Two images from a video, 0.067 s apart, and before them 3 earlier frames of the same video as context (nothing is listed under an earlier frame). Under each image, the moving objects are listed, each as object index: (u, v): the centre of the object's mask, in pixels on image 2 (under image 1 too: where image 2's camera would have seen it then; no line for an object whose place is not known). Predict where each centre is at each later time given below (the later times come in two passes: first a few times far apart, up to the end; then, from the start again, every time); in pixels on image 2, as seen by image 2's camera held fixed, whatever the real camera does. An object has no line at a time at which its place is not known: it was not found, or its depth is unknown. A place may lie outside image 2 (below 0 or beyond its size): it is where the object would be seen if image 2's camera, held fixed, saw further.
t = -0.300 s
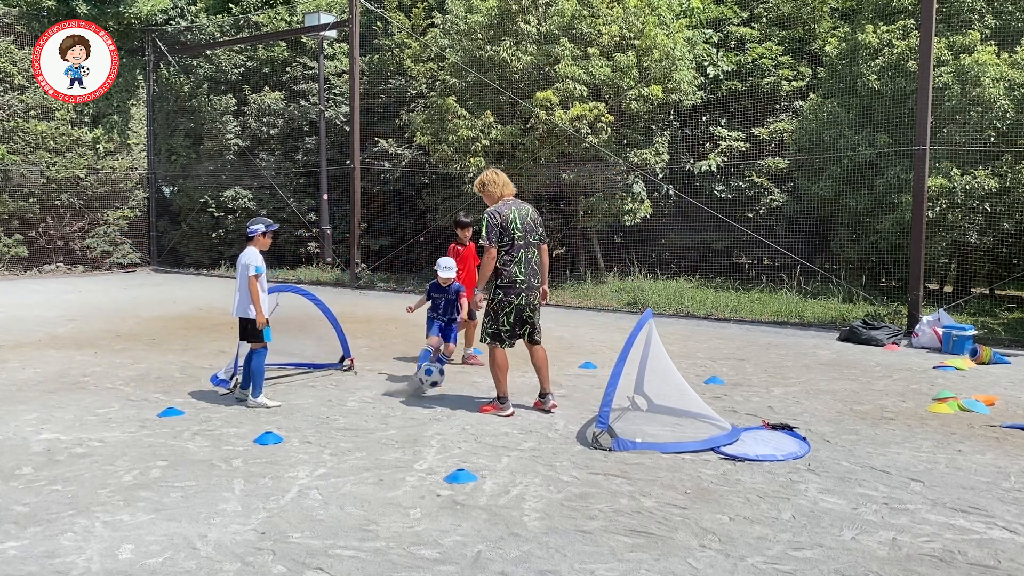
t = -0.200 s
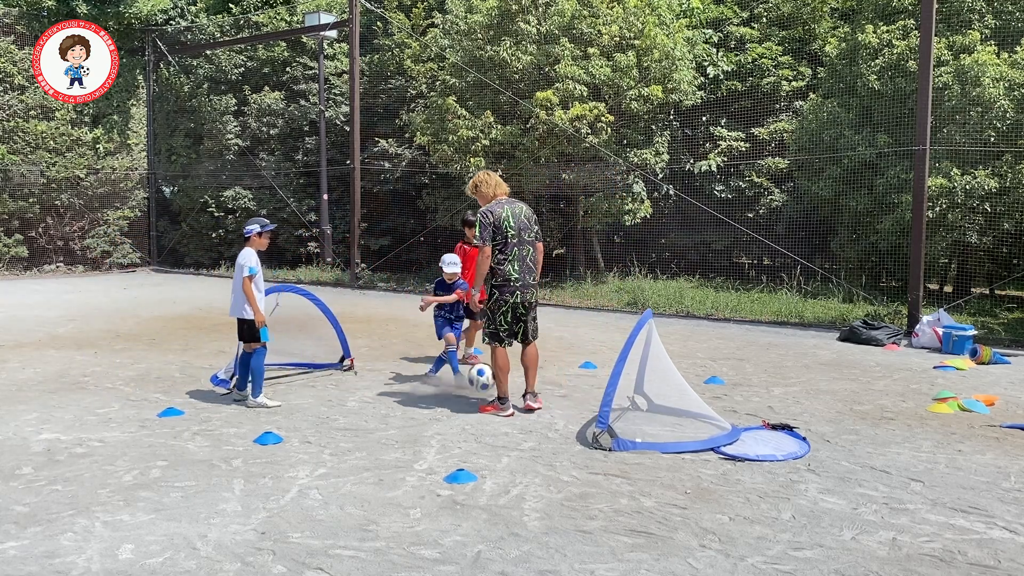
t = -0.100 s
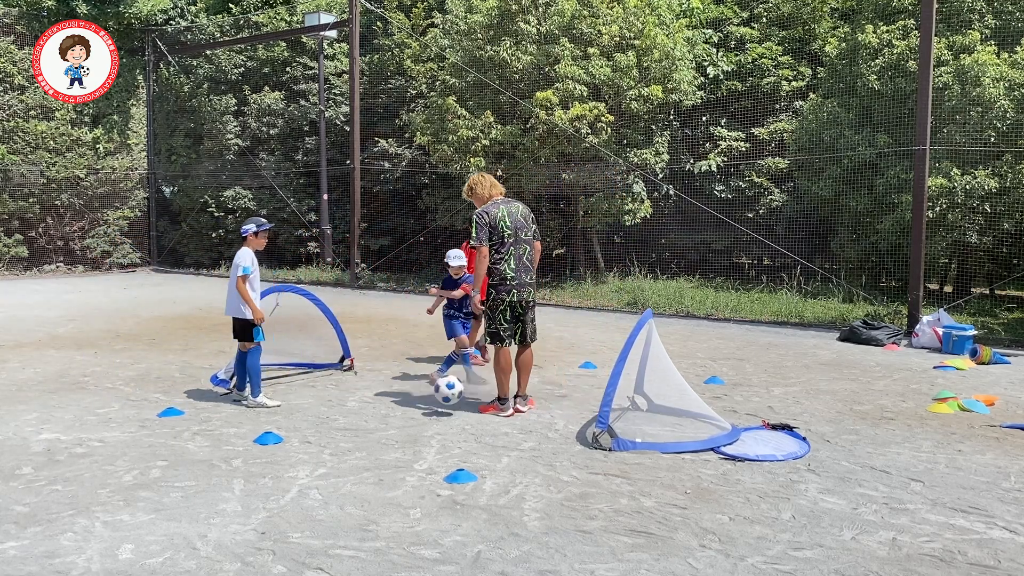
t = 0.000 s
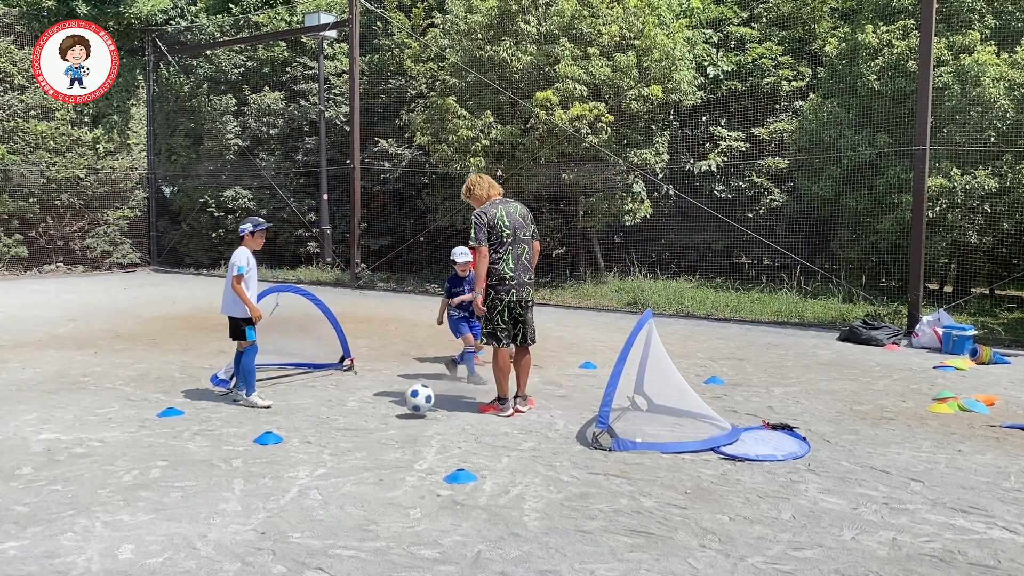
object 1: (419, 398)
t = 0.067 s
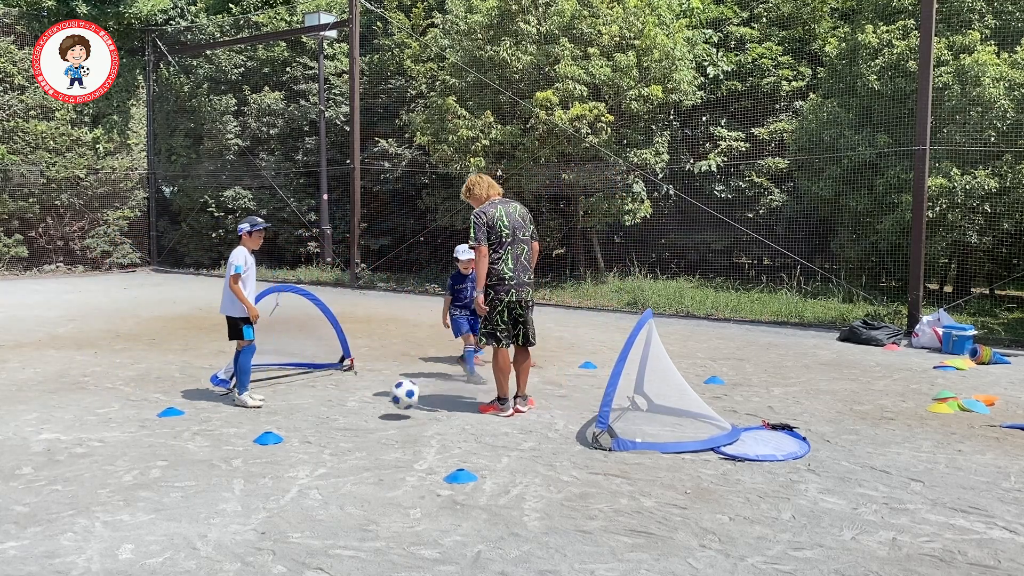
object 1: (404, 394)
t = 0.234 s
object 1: (369, 406)
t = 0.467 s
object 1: (316, 408)
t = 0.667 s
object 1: (274, 409)
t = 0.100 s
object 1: (397, 395)
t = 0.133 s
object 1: (390, 397)
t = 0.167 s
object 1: (383, 400)
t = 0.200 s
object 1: (376, 405)
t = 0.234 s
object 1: (369, 406)
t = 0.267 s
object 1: (361, 404)
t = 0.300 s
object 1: (354, 405)
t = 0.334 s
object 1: (346, 408)
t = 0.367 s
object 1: (338, 409)
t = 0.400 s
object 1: (331, 409)
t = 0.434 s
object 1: (324, 410)
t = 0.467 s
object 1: (316, 408)
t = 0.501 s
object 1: (309, 406)
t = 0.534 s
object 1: (302, 407)
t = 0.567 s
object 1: (294, 409)
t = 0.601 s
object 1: (287, 411)
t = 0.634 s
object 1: (281, 409)
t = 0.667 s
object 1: (274, 409)
